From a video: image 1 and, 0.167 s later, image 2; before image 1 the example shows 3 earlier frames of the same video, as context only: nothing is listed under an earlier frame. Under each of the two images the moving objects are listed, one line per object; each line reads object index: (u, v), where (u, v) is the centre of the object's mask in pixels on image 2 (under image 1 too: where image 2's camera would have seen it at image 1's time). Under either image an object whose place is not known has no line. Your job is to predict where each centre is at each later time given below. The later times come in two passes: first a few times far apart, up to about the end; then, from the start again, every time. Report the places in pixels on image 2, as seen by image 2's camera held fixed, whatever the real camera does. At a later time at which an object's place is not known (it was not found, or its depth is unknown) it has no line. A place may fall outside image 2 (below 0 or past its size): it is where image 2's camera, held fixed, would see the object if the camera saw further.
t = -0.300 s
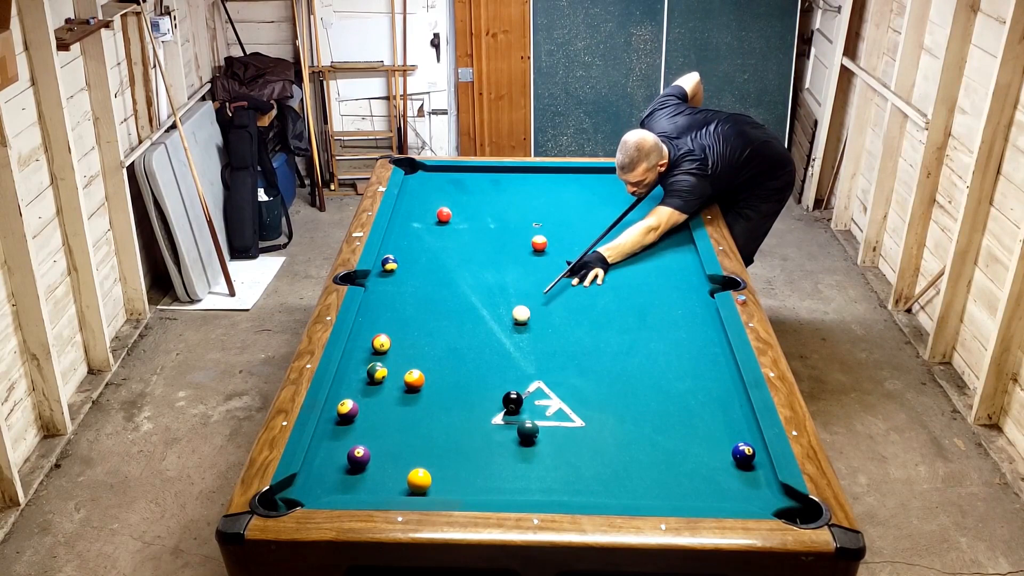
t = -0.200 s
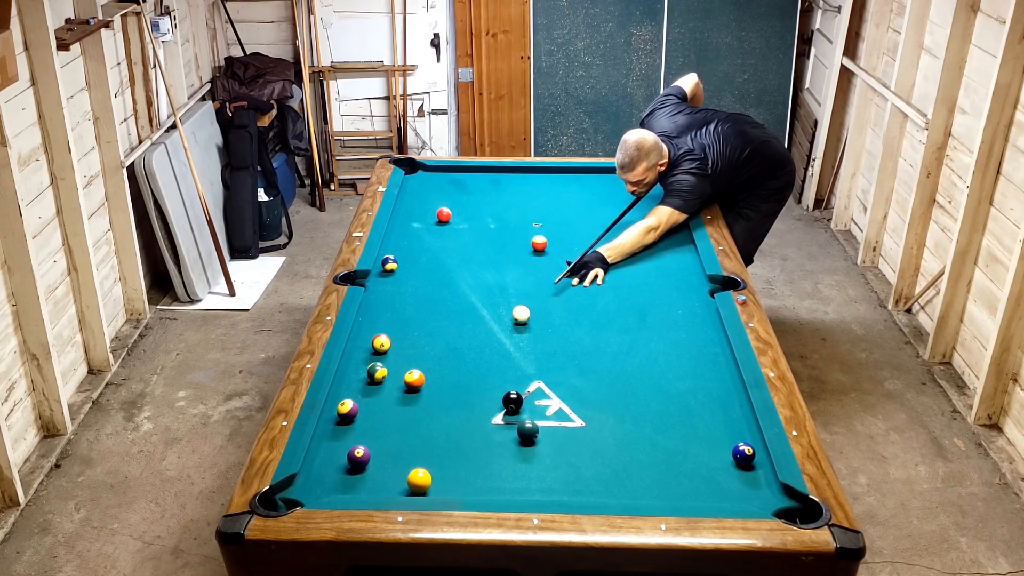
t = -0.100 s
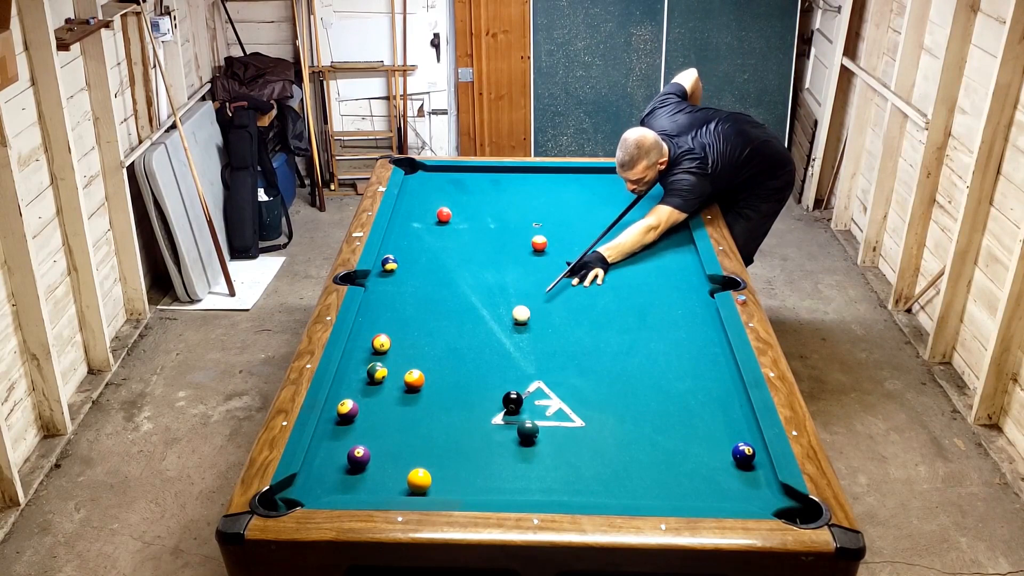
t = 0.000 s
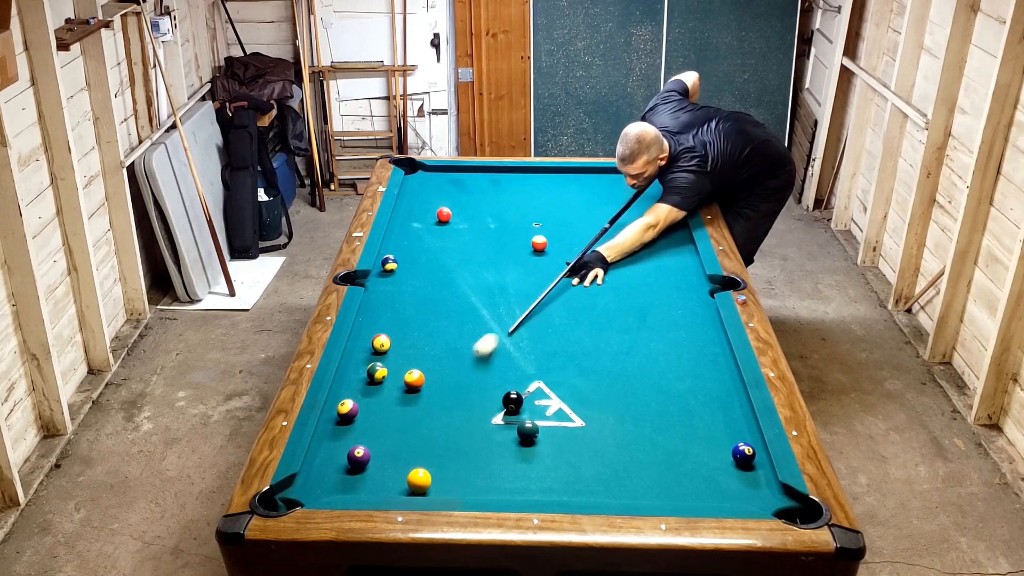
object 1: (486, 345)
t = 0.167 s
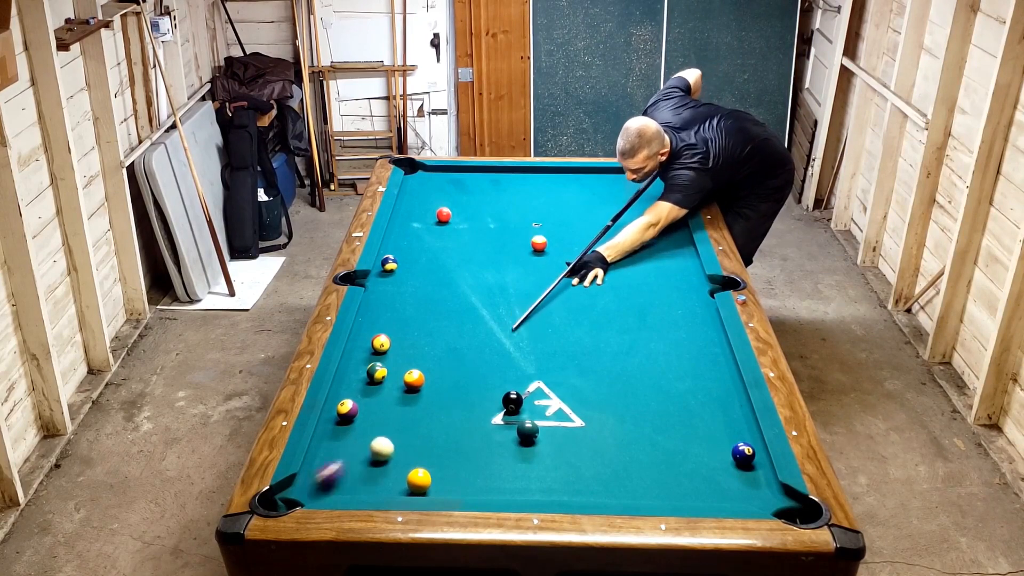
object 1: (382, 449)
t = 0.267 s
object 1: (404, 456)
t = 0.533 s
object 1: (468, 453)
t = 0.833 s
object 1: (537, 446)
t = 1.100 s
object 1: (593, 442)
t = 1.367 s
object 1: (646, 437)
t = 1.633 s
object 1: (695, 432)
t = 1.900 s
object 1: (739, 427)
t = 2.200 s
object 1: (725, 423)
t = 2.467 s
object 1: (700, 420)
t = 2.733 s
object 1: (680, 417)
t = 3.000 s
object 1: (662, 414)
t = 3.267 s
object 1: (647, 412)
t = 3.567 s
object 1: (633, 410)
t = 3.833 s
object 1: (625, 409)
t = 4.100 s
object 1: (620, 407)
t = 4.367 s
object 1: (618, 406)
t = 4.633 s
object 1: (619, 406)
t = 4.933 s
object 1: (619, 406)
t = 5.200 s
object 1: (619, 406)
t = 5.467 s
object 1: (619, 406)
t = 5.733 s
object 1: (619, 406)
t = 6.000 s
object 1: (619, 406)
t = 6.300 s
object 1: (619, 406)
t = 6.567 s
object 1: (619, 406)
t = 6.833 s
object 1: (619, 406)
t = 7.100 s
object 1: (619, 406)
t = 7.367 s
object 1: (619, 406)
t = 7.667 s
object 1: (619, 406)
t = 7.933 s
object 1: (619, 406)
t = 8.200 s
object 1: (619, 406)
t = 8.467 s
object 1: (619, 406)
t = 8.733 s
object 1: (619, 406)
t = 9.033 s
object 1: (619, 406)
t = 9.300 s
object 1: (619, 406)
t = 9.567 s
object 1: (619, 406)
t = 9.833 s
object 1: (619, 406)
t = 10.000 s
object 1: (619, 406)
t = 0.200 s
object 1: (389, 452)
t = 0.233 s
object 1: (396, 454)
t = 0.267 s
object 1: (404, 456)
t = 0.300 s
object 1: (412, 457)
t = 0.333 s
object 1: (420, 456)
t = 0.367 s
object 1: (428, 456)
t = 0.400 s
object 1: (436, 455)
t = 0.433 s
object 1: (444, 454)
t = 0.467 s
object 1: (452, 454)
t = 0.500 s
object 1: (460, 453)
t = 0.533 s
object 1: (468, 453)
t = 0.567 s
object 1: (476, 452)
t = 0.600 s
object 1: (484, 451)
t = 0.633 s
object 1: (492, 450)
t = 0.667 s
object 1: (499, 450)
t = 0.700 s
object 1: (507, 449)
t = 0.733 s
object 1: (515, 449)
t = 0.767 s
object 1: (522, 448)
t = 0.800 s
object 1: (529, 447)
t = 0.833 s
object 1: (537, 446)
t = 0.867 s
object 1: (544, 445)
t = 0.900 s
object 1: (551, 445)
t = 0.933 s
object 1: (558, 445)
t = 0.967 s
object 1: (565, 444)
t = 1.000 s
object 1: (572, 443)
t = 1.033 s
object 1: (580, 443)
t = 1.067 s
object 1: (587, 442)
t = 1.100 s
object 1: (593, 442)
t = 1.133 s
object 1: (600, 441)
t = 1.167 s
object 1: (607, 440)
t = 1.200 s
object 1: (613, 440)
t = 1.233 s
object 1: (620, 439)
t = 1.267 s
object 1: (627, 438)
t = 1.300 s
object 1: (633, 438)
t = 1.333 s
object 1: (639, 437)
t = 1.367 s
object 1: (646, 437)
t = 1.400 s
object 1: (652, 436)
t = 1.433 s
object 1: (659, 436)
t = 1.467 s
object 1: (665, 435)
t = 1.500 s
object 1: (671, 435)
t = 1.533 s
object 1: (677, 434)
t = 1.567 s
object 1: (683, 433)
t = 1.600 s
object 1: (689, 433)
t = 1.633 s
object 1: (695, 432)
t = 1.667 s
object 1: (700, 432)
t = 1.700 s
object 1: (706, 431)
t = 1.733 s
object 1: (712, 431)
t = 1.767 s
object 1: (717, 430)
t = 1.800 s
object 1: (723, 429)
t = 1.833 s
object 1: (728, 428)
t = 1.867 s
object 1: (734, 429)
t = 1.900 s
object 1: (739, 427)
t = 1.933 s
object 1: (744, 427)
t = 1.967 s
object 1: (748, 426)
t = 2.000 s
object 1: (745, 426)
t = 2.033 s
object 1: (741, 426)
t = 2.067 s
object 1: (738, 425)
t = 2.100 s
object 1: (735, 425)
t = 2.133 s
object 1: (731, 424)
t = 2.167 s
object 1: (728, 424)
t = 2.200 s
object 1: (725, 423)
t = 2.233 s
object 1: (721, 423)
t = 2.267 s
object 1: (718, 422)
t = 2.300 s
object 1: (715, 422)
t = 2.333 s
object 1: (712, 422)
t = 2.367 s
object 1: (709, 421)
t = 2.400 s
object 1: (706, 421)
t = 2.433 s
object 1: (703, 420)
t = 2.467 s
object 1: (700, 420)
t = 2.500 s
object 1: (698, 420)
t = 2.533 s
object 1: (695, 419)
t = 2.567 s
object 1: (692, 419)
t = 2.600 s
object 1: (690, 418)
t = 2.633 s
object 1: (687, 418)
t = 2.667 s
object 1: (685, 417)
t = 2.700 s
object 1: (682, 417)
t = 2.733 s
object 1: (680, 417)
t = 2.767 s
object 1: (677, 416)
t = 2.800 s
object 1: (675, 416)
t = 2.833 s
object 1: (673, 416)
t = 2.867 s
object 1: (670, 415)
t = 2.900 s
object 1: (668, 415)
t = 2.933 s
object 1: (666, 415)
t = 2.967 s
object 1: (664, 414)
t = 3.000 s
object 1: (662, 414)
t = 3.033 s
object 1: (660, 414)
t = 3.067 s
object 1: (658, 413)
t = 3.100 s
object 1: (656, 413)
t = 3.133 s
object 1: (654, 413)
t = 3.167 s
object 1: (652, 412)
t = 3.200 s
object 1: (650, 412)
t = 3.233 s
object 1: (649, 412)
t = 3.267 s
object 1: (647, 412)
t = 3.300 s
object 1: (645, 412)
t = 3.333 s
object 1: (643, 411)
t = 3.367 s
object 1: (642, 411)
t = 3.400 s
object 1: (640, 411)
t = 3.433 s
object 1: (639, 411)
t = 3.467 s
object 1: (637, 410)
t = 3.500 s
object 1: (636, 410)
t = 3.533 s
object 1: (635, 410)
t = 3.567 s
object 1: (633, 410)
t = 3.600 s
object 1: (632, 410)
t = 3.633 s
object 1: (631, 410)
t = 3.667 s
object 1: (630, 409)
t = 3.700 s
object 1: (629, 409)
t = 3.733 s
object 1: (627, 409)
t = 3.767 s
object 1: (627, 409)
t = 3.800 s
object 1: (626, 409)
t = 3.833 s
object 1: (625, 409)
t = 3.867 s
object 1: (624, 408)
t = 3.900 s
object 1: (623, 408)
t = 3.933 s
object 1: (623, 408)
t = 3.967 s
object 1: (622, 408)
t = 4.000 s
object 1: (621, 408)
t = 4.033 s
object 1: (621, 408)
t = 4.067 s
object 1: (620, 407)
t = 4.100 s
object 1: (620, 407)
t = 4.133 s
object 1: (619, 407)
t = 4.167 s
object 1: (619, 407)
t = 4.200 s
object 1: (619, 406)
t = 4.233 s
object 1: (618, 406)
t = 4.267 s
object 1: (618, 406)
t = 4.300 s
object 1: (618, 406)
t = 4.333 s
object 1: (618, 406)
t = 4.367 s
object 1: (618, 406)
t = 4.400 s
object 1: (618, 406)
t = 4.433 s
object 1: (618, 406)
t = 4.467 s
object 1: (618, 406)
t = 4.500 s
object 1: (618, 406)
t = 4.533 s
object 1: (619, 406)
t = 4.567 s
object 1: (619, 406)
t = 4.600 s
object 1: (619, 406)
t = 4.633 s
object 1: (619, 406)
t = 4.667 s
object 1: (619, 406)
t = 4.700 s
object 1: (619, 406)
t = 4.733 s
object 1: (619, 406)
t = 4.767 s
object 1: (619, 406)
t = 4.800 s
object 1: (619, 406)
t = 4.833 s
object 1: (619, 406)
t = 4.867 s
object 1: (619, 406)
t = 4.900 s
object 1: (619, 406)
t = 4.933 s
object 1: (619, 406)
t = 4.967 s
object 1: (619, 406)
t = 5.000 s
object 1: (619, 406)
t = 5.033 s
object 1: (619, 406)
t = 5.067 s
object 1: (619, 406)
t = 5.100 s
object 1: (619, 406)
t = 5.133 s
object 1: (619, 406)
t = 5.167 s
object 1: (619, 406)
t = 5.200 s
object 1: (619, 406)
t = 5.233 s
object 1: (619, 406)
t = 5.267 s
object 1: (619, 406)
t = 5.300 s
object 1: (619, 406)
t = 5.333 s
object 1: (619, 406)
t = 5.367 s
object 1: (619, 406)
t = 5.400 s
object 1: (619, 406)
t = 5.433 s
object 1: (619, 406)
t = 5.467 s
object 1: (619, 406)
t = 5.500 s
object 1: (619, 406)
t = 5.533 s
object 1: (619, 406)
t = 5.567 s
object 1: (619, 406)
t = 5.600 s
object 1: (619, 406)
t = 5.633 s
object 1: (619, 406)
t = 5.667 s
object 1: (619, 406)
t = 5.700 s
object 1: (619, 406)
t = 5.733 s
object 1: (619, 406)
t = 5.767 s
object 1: (619, 406)
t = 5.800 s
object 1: (619, 406)
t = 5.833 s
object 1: (619, 406)
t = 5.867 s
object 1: (619, 406)
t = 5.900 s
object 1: (619, 406)
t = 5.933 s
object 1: (619, 406)
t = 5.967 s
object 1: (619, 406)
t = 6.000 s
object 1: (619, 406)
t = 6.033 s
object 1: (619, 406)
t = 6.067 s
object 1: (619, 406)
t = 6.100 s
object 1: (619, 406)
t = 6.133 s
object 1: (619, 406)
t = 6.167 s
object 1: (619, 406)
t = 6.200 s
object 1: (619, 406)
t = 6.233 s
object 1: (619, 406)
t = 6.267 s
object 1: (619, 406)
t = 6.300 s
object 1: (619, 406)
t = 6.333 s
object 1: (619, 406)
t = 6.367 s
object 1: (619, 406)
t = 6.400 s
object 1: (619, 406)
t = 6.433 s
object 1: (619, 406)
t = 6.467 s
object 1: (619, 406)
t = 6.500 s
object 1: (619, 406)
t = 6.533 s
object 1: (619, 406)
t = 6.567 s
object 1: (619, 406)
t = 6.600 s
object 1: (619, 406)
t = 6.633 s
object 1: (619, 406)
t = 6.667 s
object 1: (619, 406)
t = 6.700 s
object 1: (619, 406)
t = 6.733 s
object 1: (619, 406)
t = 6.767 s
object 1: (619, 406)
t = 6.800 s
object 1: (619, 406)
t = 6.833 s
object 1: (619, 406)
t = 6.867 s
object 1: (619, 406)
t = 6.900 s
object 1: (619, 406)
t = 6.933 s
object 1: (619, 406)
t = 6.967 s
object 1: (619, 406)
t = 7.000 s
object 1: (619, 406)
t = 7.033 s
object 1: (619, 406)
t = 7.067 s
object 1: (619, 406)
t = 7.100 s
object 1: (619, 406)
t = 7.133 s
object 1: (619, 406)
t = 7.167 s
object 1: (619, 406)
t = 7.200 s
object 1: (619, 406)
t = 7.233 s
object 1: (619, 406)
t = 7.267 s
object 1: (619, 406)
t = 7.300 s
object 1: (619, 406)
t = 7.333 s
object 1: (619, 406)
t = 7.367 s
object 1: (619, 406)
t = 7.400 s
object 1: (619, 406)
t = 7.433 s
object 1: (619, 406)
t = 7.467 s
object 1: (619, 406)
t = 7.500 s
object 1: (619, 406)
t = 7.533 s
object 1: (619, 406)
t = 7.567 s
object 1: (619, 406)
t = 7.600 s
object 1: (619, 406)
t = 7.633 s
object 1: (619, 406)
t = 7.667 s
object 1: (619, 406)
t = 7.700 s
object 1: (619, 406)
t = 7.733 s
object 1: (619, 406)
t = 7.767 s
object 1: (619, 406)
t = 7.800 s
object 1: (619, 406)
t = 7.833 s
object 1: (619, 406)
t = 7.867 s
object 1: (619, 406)
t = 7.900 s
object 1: (619, 406)
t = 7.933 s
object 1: (619, 406)
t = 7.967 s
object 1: (619, 406)
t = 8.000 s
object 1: (619, 406)
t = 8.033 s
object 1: (619, 406)
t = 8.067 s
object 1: (619, 406)
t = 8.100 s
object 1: (619, 406)
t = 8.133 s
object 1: (619, 406)
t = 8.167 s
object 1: (619, 406)
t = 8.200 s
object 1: (619, 406)
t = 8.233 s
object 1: (619, 406)
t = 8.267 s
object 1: (619, 406)
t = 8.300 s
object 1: (619, 406)
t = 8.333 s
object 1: (619, 406)
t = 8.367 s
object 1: (619, 406)
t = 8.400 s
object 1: (619, 406)
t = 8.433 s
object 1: (619, 406)
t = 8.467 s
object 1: (619, 406)
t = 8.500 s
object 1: (619, 406)
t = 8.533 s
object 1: (619, 406)
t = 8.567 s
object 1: (619, 406)
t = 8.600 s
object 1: (619, 406)
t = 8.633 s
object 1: (619, 406)
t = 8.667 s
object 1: (619, 406)
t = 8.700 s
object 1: (619, 406)
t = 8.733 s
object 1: (619, 406)
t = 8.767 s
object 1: (619, 406)
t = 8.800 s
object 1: (619, 406)
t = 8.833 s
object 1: (619, 406)
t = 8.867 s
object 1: (619, 406)
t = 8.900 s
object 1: (619, 406)
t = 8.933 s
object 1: (619, 406)
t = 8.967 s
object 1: (619, 406)
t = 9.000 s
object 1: (619, 406)
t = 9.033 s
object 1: (619, 406)
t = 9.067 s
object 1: (619, 406)
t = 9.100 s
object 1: (619, 406)
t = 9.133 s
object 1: (619, 406)
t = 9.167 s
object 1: (619, 406)
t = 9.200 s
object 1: (619, 406)
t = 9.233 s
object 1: (619, 406)
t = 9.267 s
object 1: (619, 406)
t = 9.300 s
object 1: (619, 406)
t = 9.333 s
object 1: (619, 406)
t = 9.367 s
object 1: (619, 406)
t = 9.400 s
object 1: (619, 406)
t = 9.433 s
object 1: (619, 406)
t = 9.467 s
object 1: (619, 406)
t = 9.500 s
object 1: (619, 406)
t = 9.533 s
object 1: (619, 406)
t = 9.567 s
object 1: (619, 406)
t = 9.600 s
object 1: (619, 406)
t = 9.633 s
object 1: (619, 406)
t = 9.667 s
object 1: (619, 406)
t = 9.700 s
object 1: (619, 406)
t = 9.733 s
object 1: (619, 406)
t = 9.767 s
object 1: (619, 406)
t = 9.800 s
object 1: (619, 406)
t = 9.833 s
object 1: (619, 406)
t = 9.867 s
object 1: (619, 406)
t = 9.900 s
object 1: (619, 406)
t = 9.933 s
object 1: (619, 406)
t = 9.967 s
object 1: (619, 406)
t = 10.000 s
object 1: (619, 406)
